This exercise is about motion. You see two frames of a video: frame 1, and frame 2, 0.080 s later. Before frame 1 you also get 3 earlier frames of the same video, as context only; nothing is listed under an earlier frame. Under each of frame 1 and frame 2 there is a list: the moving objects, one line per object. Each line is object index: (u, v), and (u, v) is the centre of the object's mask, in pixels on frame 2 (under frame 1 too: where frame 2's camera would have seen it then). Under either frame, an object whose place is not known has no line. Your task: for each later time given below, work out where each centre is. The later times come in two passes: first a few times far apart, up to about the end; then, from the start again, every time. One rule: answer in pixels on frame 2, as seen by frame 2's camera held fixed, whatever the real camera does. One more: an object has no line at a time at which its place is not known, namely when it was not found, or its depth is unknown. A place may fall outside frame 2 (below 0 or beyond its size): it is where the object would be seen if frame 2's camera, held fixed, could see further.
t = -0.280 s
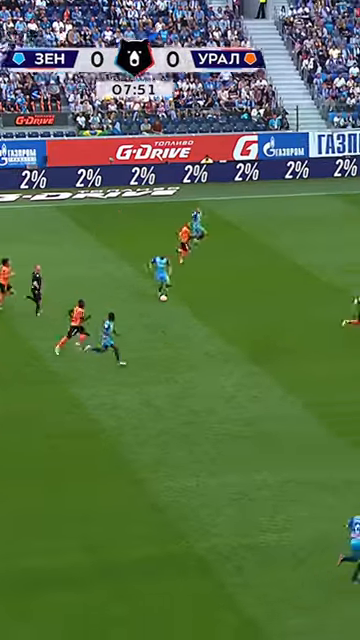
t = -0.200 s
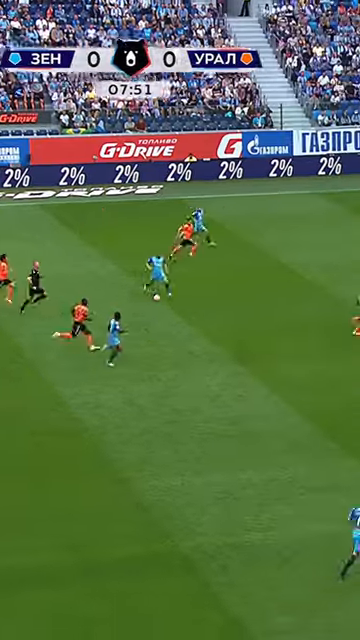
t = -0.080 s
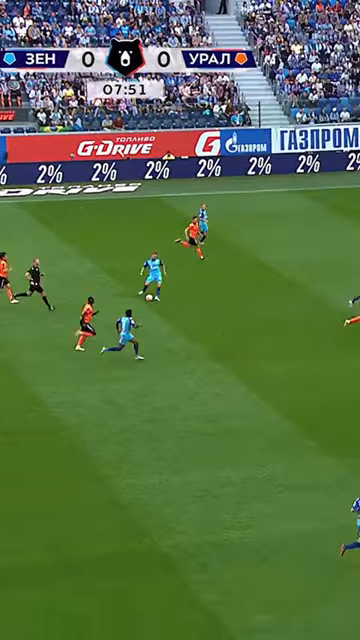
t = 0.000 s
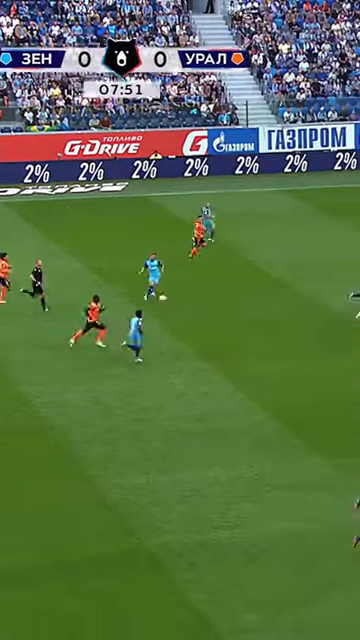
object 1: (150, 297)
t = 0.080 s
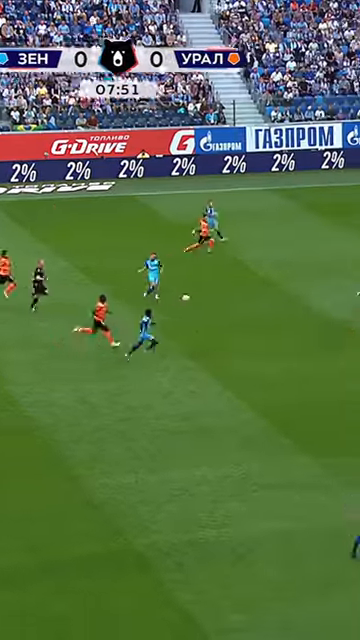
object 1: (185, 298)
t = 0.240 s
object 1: (257, 308)
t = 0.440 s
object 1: (346, 334)
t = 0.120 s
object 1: (203, 299)
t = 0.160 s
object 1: (221, 301)
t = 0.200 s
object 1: (239, 304)
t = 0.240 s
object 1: (257, 308)
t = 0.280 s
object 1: (275, 312)
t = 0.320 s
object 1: (292, 316)
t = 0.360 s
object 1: (310, 323)
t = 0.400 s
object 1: (328, 329)
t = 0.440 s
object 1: (346, 334)
